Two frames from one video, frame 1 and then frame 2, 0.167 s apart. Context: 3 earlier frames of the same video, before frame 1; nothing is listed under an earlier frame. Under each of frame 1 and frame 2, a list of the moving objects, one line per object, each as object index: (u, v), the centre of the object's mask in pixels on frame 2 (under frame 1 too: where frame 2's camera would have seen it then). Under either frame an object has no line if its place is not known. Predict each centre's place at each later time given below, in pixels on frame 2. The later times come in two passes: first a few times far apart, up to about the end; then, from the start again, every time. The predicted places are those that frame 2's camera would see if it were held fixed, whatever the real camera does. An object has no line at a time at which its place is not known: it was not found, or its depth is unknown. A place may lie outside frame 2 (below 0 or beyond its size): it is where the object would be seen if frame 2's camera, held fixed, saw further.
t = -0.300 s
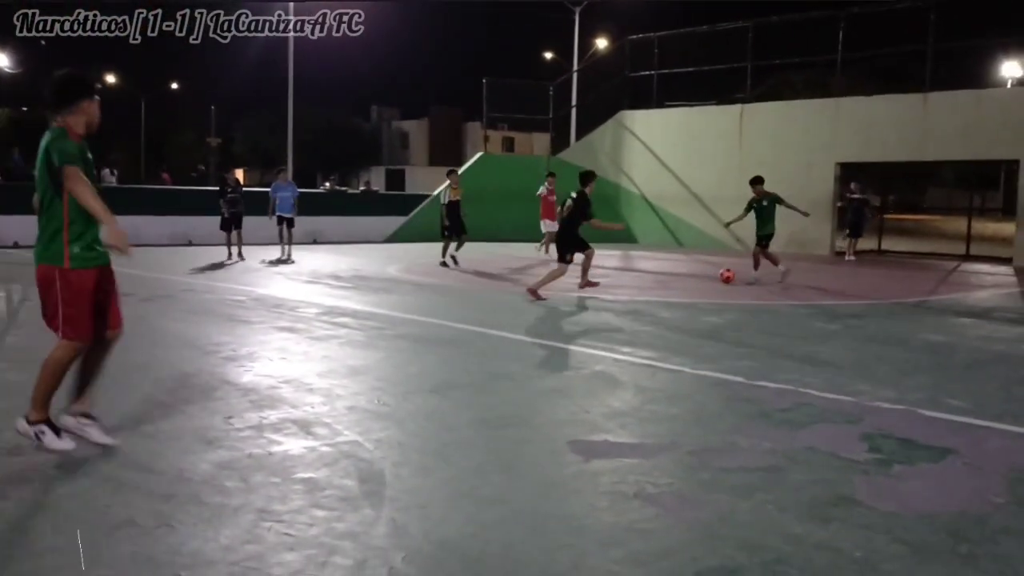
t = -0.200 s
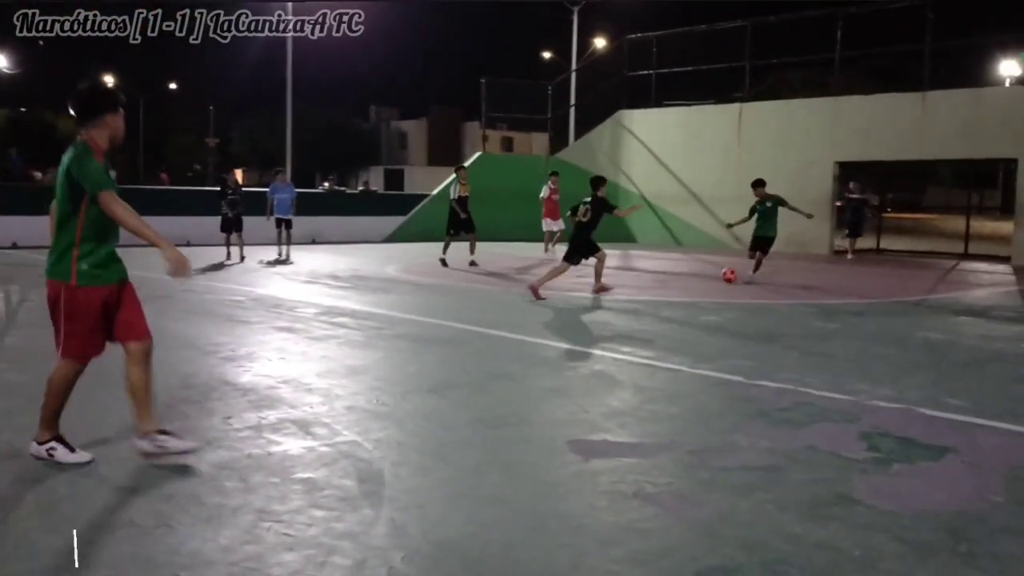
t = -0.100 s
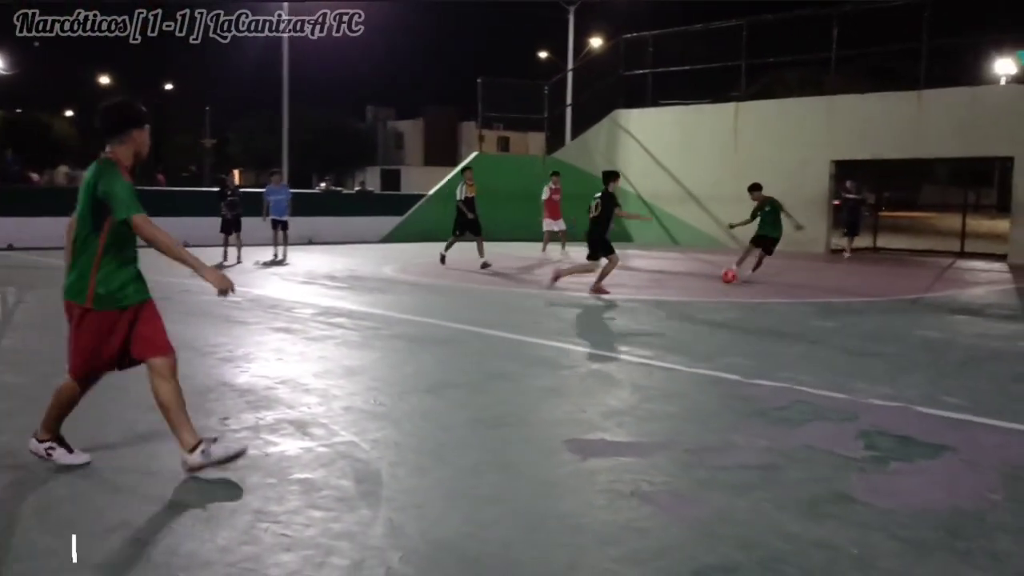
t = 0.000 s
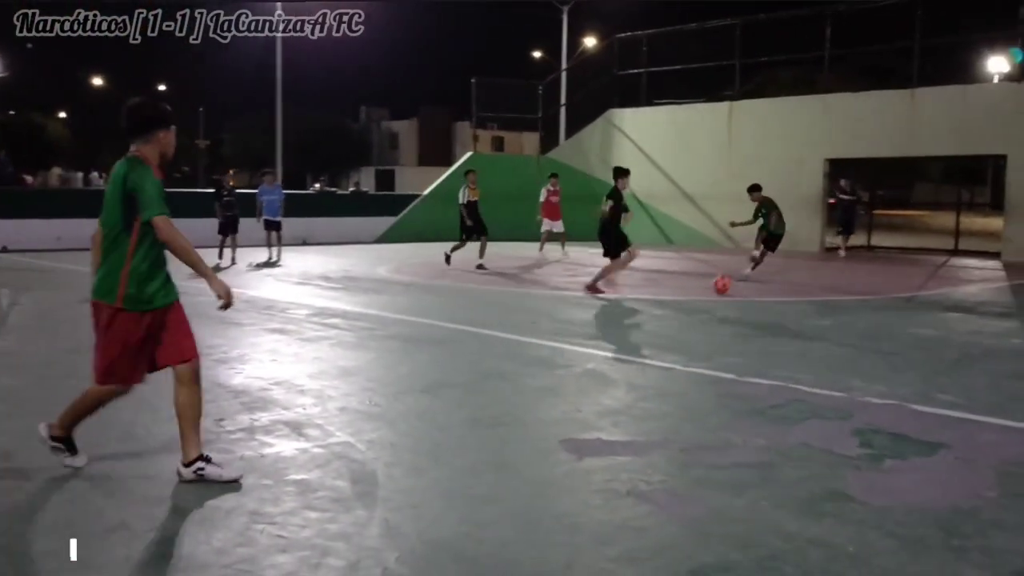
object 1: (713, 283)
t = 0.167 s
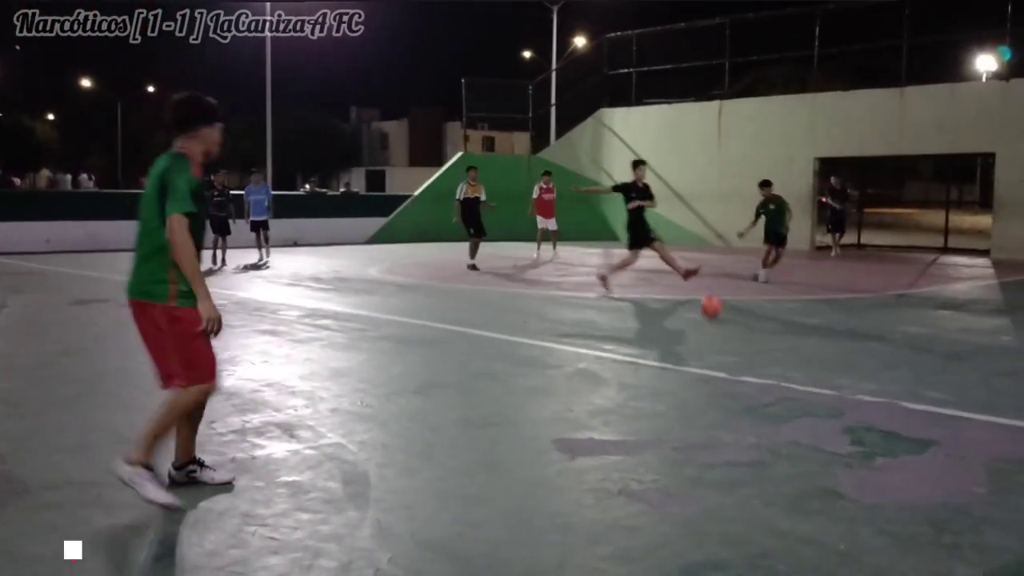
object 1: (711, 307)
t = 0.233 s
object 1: (711, 313)
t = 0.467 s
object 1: (720, 356)
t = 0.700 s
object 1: (736, 420)
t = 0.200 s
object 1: (711, 310)
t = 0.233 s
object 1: (711, 313)
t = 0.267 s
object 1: (712, 318)
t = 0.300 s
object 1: (714, 326)
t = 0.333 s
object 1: (714, 337)
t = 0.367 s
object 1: (715, 338)
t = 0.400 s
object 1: (717, 342)
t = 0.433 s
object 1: (718, 348)
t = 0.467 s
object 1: (720, 356)
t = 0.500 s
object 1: (722, 367)
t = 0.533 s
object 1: (724, 383)
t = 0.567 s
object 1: (726, 385)
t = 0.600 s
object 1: (728, 390)
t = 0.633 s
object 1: (731, 397)
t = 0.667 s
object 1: (733, 406)
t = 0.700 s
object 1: (736, 420)
